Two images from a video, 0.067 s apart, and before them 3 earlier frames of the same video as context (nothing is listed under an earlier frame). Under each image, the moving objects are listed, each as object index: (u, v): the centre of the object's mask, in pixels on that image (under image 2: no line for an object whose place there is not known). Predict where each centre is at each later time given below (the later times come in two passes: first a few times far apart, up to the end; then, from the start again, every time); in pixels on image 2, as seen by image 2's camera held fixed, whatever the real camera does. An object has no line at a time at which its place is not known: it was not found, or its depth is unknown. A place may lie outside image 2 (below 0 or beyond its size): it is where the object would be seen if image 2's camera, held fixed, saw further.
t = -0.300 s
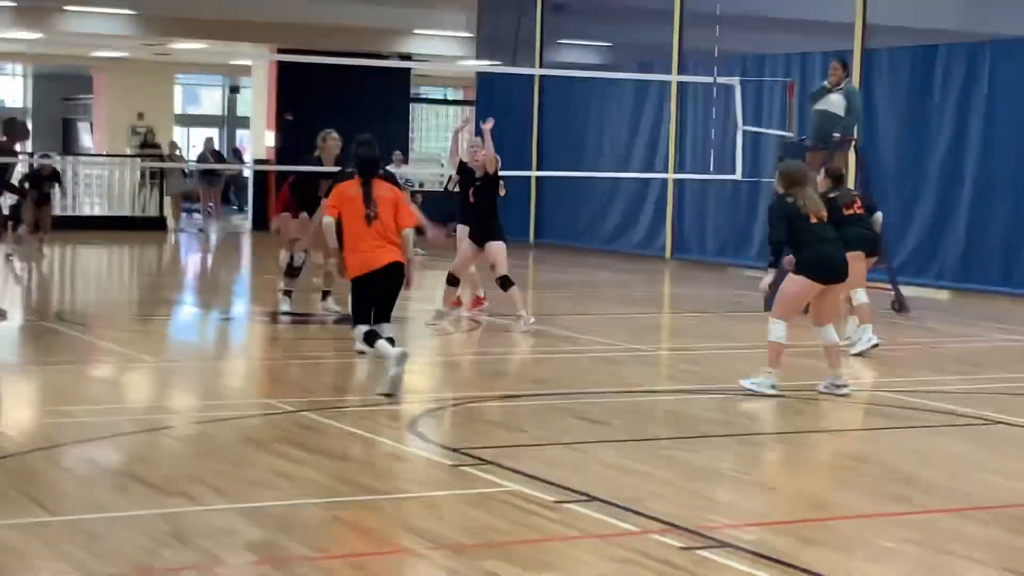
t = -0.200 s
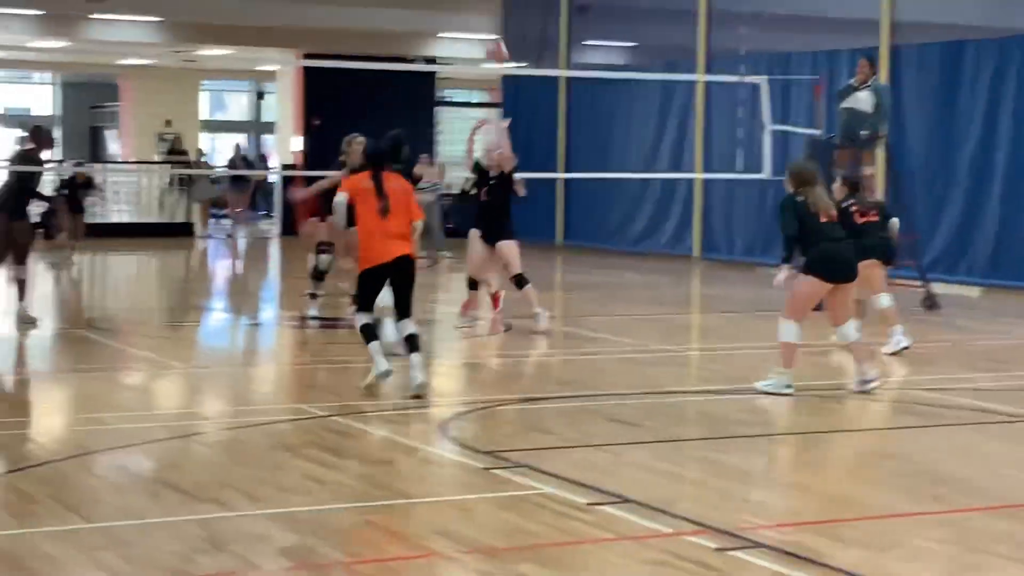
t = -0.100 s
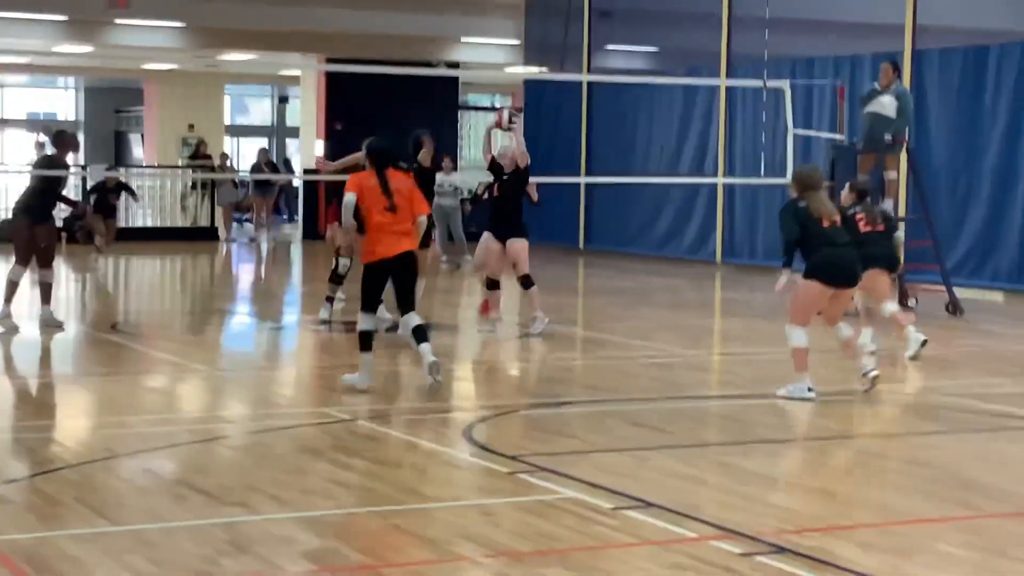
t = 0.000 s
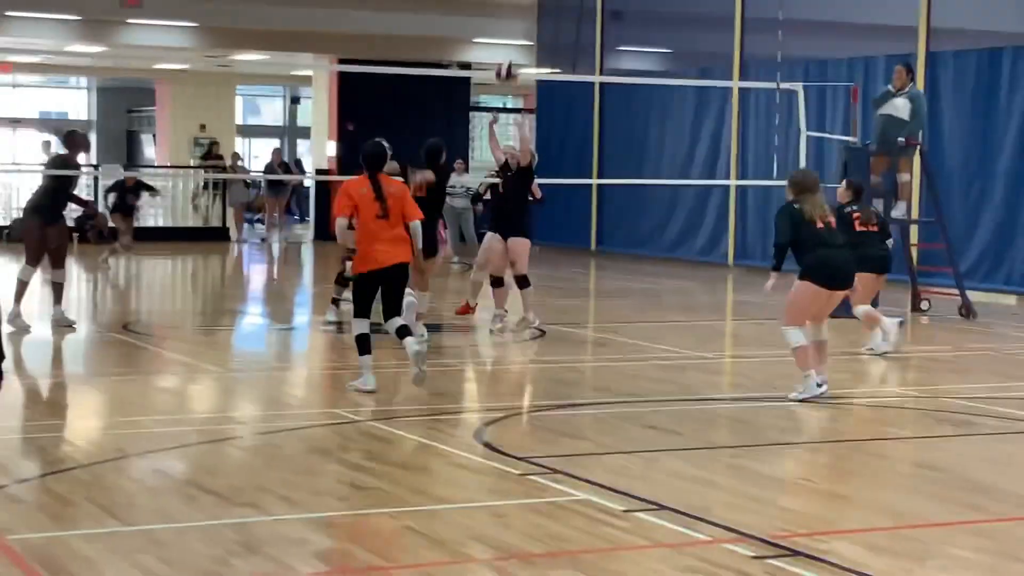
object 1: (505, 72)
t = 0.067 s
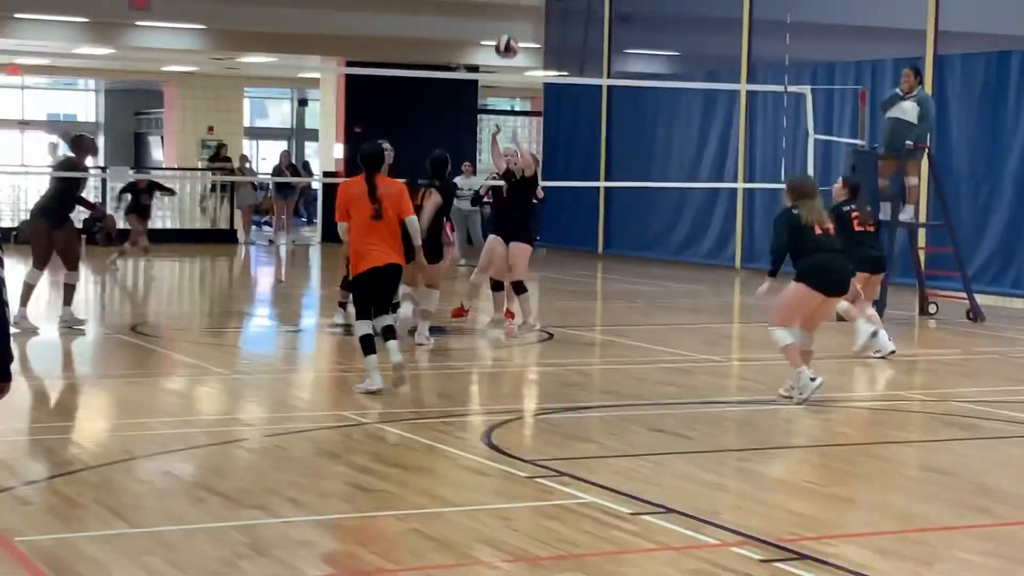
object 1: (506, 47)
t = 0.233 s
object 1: (486, 3)
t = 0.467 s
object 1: (458, -8)
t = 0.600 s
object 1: (439, 13)
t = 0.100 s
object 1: (502, 36)
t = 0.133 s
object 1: (498, 26)
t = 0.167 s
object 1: (494, 17)
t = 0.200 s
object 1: (490, 9)
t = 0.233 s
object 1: (486, 3)
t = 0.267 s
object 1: (482, -3)
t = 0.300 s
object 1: (478, -7)
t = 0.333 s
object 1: (474, -10)
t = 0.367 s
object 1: (470, -11)
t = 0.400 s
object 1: (466, -12)
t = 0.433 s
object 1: (462, -11)
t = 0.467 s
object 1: (458, -8)
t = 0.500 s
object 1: (453, -5)
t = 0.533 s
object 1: (448, 0)
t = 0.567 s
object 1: (444, 6)
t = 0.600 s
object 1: (439, 13)
